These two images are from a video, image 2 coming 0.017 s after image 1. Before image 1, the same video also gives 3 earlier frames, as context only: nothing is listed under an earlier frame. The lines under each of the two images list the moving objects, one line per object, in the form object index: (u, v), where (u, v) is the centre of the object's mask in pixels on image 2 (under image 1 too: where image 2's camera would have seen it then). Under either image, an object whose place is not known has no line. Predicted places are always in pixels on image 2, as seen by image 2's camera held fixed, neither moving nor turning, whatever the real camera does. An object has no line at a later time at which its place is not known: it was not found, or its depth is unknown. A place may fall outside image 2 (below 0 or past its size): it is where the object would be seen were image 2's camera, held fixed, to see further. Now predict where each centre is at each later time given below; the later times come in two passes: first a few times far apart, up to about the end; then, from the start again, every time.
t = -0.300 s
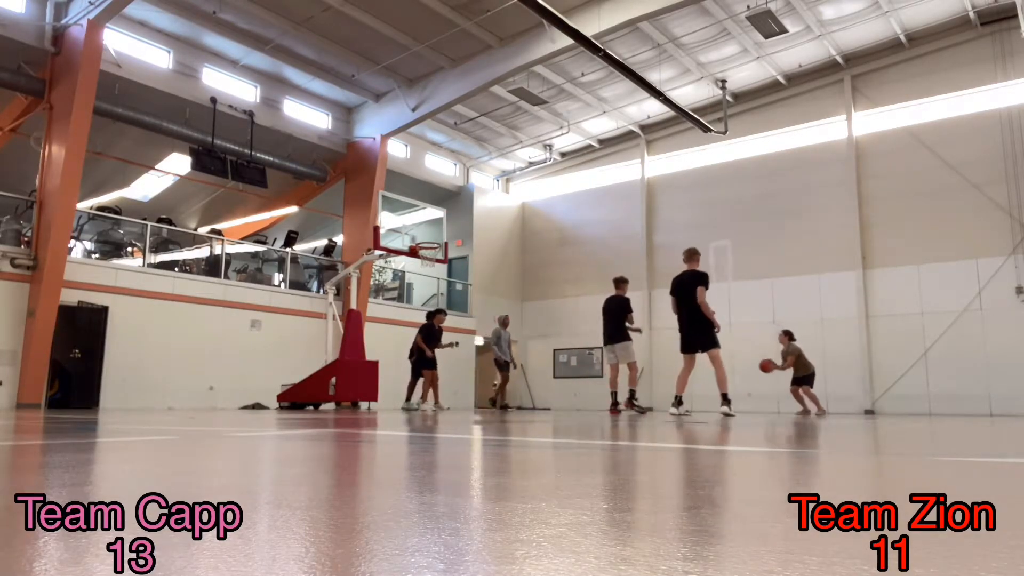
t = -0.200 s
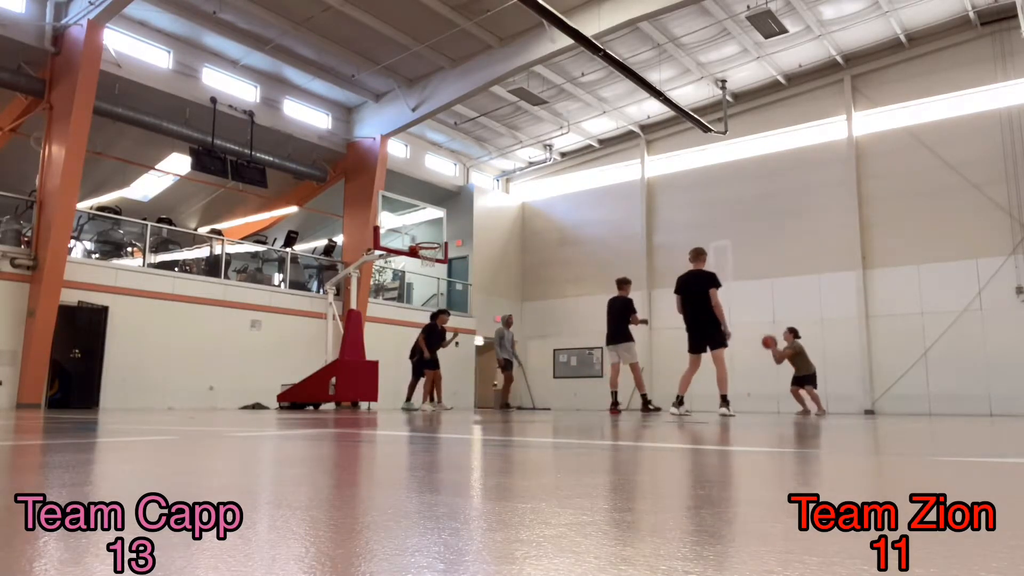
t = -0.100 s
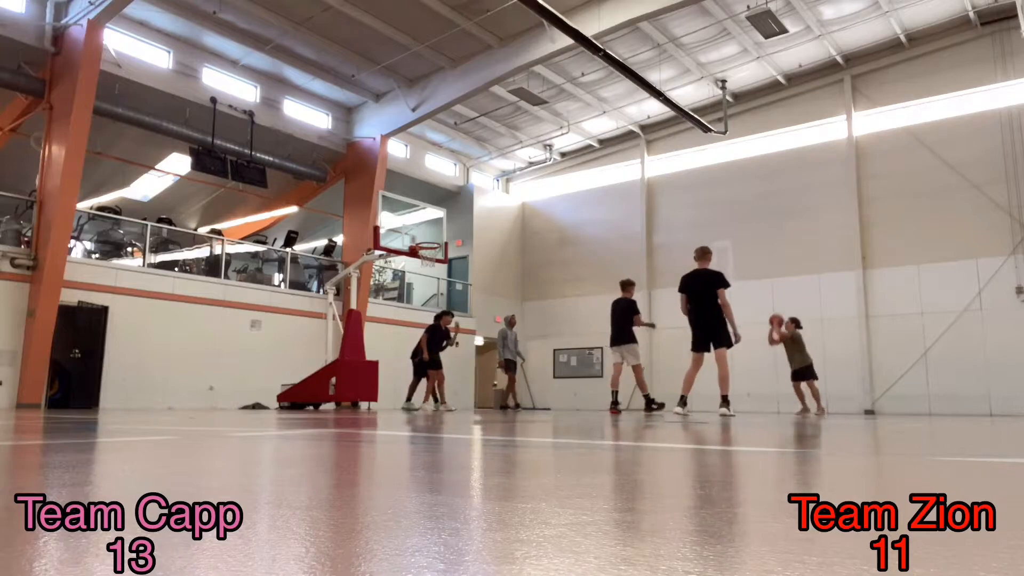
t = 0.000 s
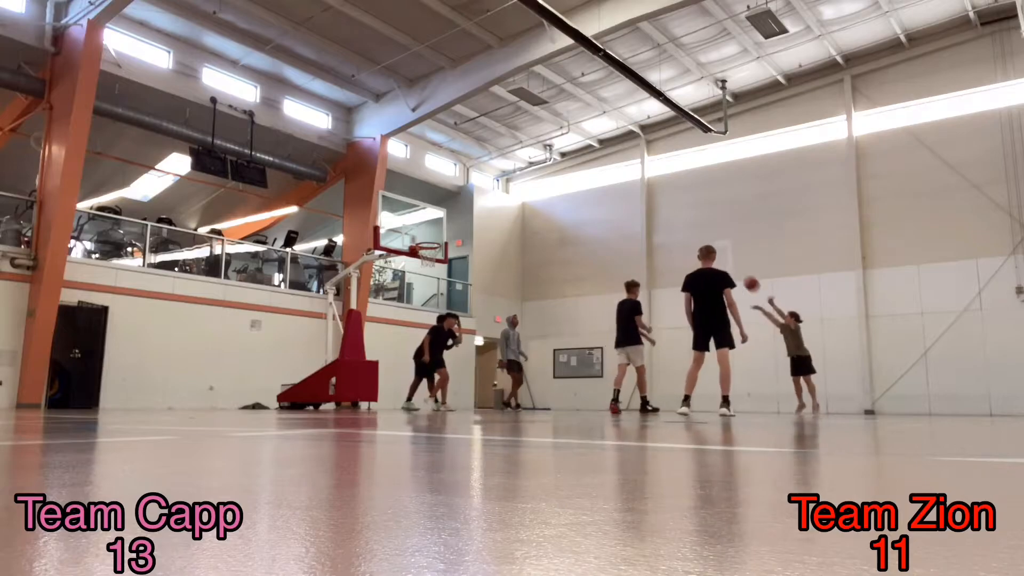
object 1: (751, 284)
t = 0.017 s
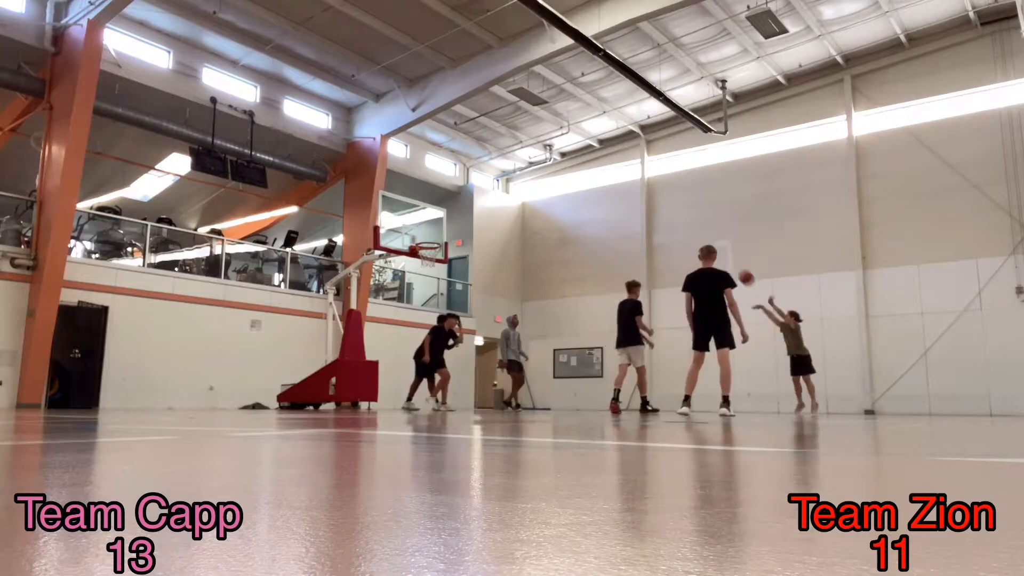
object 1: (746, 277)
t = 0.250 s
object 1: (676, 211)
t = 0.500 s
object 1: (609, 175)
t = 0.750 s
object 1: (546, 173)
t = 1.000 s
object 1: (487, 203)
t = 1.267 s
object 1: (464, 238)
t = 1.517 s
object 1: (526, 244)
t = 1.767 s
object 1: (587, 282)
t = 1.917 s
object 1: (623, 321)
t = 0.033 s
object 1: (741, 272)
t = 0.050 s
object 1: (736, 266)
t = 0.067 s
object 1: (731, 260)
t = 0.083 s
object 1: (726, 255)
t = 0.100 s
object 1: (723, 250)
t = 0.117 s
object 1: (716, 243)
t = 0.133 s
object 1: (710, 239)
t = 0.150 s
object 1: (705, 235)
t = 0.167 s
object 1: (700, 231)
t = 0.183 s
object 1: (696, 226)
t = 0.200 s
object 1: (691, 222)
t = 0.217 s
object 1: (686, 218)
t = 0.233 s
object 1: (681, 214)
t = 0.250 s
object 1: (676, 211)
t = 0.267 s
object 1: (672, 207)
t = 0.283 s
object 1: (667, 204)
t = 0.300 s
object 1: (662, 201)
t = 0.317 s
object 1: (658, 198)
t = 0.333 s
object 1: (653, 195)
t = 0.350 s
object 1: (649, 193)
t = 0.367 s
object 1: (644, 190)
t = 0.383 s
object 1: (640, 188)
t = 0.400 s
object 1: (636, 186)
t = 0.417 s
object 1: (631, 185)
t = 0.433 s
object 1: (627, 183)
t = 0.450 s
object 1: (622, 181)
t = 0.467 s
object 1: (618, 179)
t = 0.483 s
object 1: (614, 178)
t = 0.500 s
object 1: (609, 175)
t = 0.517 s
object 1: (605, 174)
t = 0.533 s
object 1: (600, 173)
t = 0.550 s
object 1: (596, 172)
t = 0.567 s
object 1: (592, 171)
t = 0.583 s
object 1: (588, 171)
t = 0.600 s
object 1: (583, 170)
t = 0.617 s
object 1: (579, 170)
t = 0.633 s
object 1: (575, 170)
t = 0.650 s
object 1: (571, 170)
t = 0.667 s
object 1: (567, 170)
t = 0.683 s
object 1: (563, 171)
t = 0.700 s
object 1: (559, 171)
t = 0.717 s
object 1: (554, 172)
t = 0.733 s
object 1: (550, 173)
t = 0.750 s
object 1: (546, 173)
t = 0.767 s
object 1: (542, 174)
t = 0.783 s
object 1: (538, 175)
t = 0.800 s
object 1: (534, 177)
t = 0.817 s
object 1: (530, 178)
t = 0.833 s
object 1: (526, 180)
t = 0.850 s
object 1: (522, 181)
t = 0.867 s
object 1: (518, 183)
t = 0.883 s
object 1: (514, 185)
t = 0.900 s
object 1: (510, 187)
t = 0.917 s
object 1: (506, 189)
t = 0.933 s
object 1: (503, 192)
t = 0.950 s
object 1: (498, 194)
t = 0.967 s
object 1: (495, 197)
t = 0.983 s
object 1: (491, 200)
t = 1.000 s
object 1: (487, 203)
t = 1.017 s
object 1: (483, 206)
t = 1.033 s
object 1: (479, 209)
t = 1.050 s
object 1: (475, 212)
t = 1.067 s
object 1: (471, 216)
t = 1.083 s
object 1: (467, 219)
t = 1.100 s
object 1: (463, 222)
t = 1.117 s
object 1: (459, 227)
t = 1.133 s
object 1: (456, 230)
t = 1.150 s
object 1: (452, 234)
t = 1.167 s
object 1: (448, 238)
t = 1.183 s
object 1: (445, 242)
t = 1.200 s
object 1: (447, 242)
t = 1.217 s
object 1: (452, 241)
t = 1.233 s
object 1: (456, 240)
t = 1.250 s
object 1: (459, 239)
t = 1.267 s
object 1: (464, 238)
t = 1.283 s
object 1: (468, 238)
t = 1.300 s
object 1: (472, 237)
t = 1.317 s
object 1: (476, 237)
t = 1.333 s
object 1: (480, 237)
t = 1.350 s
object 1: (484, 237)
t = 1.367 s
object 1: (489, 237)
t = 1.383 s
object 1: (493, 237)
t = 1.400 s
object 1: (497, 237)
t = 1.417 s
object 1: (501, 238)
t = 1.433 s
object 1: (505, 239)
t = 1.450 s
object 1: (509, 239)
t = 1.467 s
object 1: (513, 240)
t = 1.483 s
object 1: (517, 241)
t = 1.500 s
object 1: (521, 243)
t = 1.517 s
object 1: (526, 244)
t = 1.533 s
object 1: (530, 246)
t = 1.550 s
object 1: (534, 248)
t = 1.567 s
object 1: (538, 249)
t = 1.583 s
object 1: (542, 251)
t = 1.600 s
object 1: (546, 254)
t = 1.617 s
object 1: (550, 256)
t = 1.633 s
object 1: (554, 258)
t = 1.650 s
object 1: (558, 261)
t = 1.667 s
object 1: (562, 263)
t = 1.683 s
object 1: (566, 266)
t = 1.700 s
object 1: (570, 269)
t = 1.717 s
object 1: (574, 272)
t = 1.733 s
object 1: (579, 275)
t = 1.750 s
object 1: (583, 279)
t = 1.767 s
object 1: (587, 282)
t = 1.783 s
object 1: (591, 286)
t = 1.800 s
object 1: (595, 290)
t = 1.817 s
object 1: (599, 294)
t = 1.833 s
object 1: (603, 298)
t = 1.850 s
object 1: (607, 302)
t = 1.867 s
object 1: (611, 307)
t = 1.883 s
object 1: (615, 311)
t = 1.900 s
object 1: (619, 316)
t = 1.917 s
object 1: (623, 321)
